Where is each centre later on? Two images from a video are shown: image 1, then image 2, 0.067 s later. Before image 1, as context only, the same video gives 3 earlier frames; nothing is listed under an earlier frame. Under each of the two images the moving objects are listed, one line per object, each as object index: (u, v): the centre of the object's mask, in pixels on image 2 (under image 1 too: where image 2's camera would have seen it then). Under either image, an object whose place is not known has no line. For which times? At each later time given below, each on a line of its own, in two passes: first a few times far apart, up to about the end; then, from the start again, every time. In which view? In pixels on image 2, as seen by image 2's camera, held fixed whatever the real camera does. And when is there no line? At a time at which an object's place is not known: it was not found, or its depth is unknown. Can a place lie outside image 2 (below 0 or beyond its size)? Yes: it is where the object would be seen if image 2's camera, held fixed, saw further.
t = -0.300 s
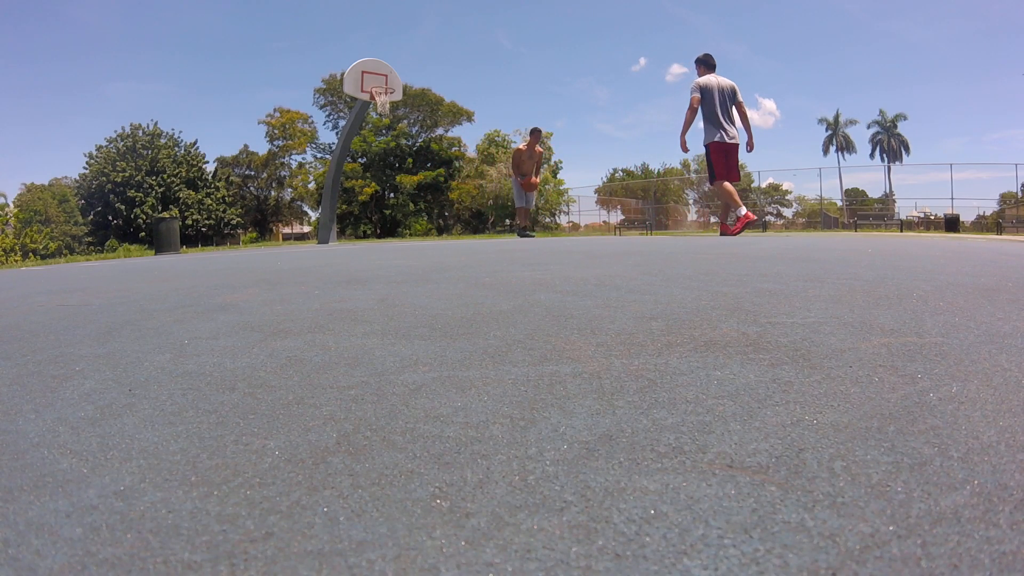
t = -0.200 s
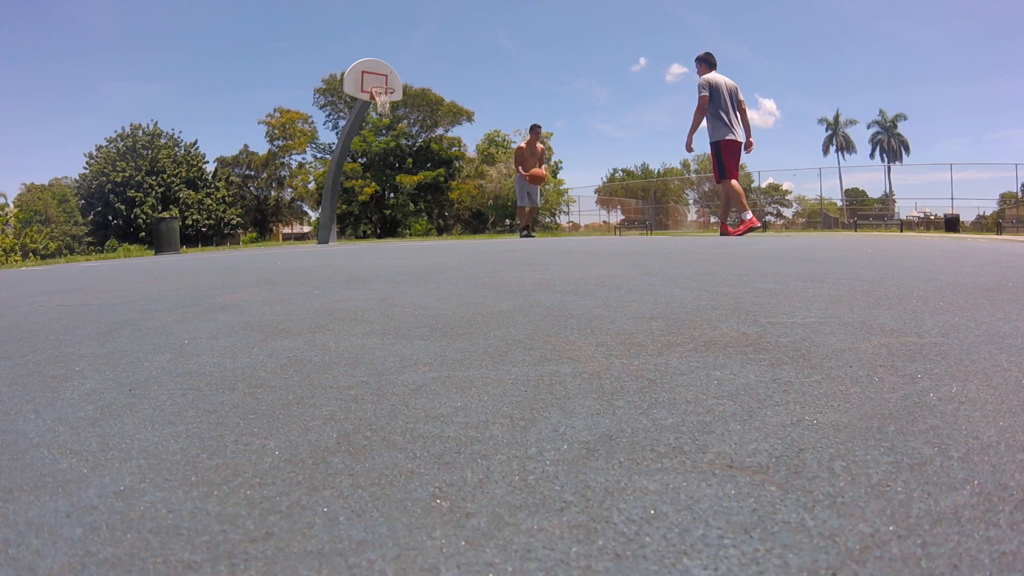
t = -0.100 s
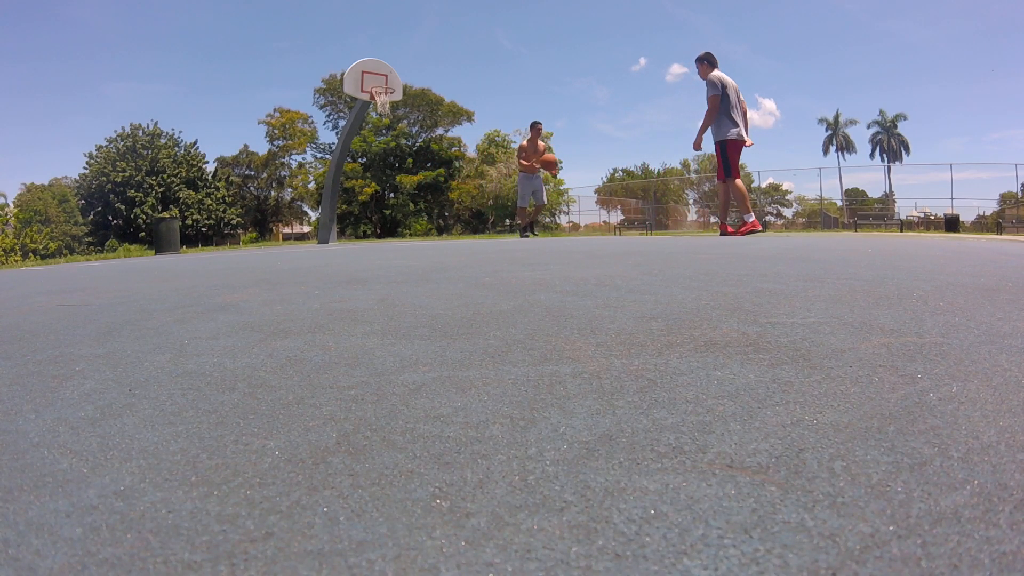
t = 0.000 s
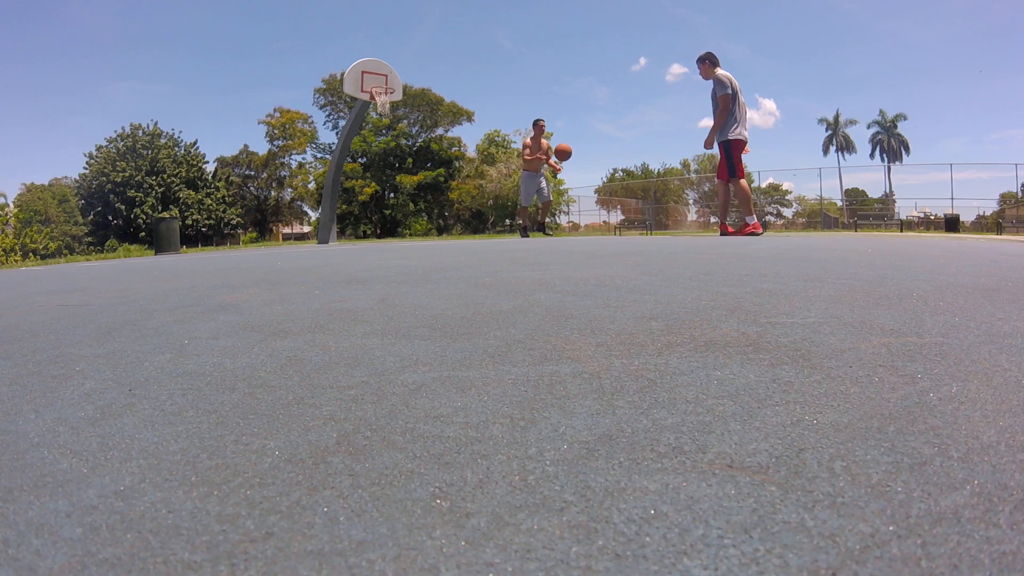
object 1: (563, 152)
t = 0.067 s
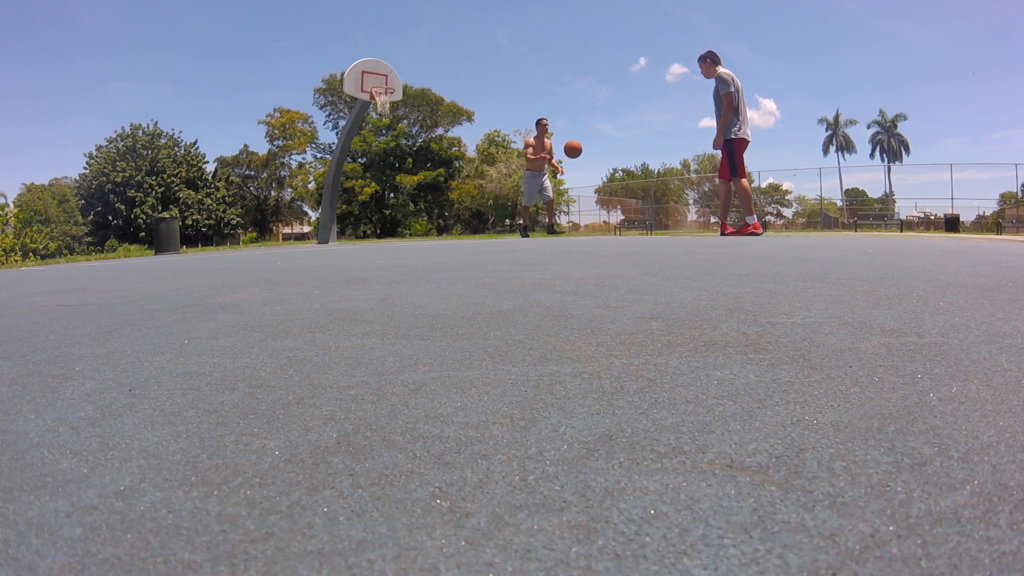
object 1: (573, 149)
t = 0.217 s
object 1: (598, 155)
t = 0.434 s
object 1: (640, 200)
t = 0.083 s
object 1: (575, 149)
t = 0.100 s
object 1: (578, 149)
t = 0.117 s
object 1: (581, 149)
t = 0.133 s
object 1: (584, 149)
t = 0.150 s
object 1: (586, 150)
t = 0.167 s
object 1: (589, 151)
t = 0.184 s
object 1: (592, 152)
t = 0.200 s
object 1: (595, 153)
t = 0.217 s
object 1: (598, 155)
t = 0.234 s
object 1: (601, 157)
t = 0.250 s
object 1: (604, 159)
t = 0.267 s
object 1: (607, 161)
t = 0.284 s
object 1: (610, 164)
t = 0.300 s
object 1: (613, 167)
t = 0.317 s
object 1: (617, 170)
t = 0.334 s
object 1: (620, 173)
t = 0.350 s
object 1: (623, 177)
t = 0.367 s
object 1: (627, 181)
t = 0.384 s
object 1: (630, 185)
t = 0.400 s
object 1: (633, 190)
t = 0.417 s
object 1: (637, 195)
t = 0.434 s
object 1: (640, 200)
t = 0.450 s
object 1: (644, 206)
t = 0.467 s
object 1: (648, 212)
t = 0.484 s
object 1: (651, 218)
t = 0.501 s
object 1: (655, 225)
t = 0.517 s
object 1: (658, 220)
